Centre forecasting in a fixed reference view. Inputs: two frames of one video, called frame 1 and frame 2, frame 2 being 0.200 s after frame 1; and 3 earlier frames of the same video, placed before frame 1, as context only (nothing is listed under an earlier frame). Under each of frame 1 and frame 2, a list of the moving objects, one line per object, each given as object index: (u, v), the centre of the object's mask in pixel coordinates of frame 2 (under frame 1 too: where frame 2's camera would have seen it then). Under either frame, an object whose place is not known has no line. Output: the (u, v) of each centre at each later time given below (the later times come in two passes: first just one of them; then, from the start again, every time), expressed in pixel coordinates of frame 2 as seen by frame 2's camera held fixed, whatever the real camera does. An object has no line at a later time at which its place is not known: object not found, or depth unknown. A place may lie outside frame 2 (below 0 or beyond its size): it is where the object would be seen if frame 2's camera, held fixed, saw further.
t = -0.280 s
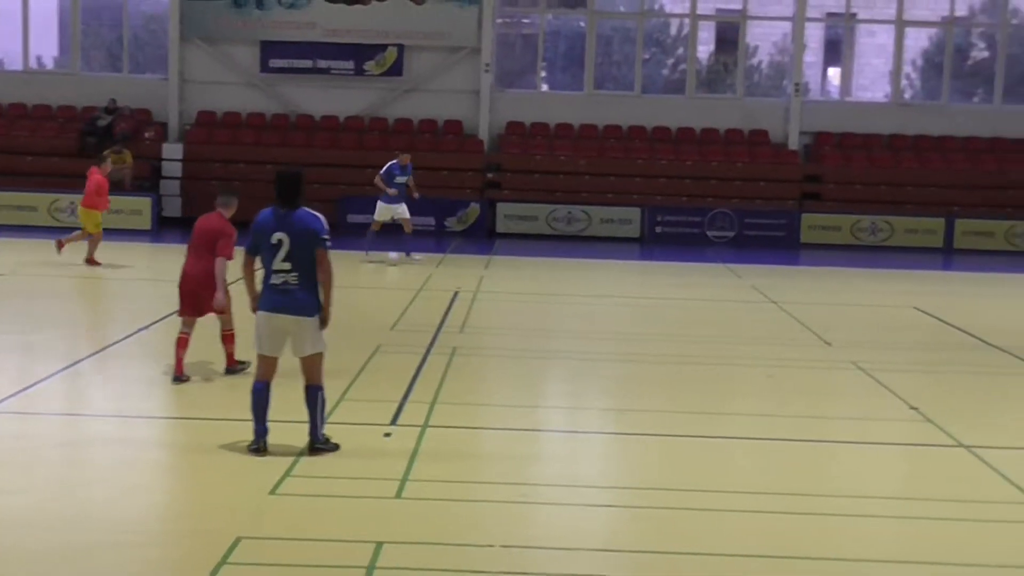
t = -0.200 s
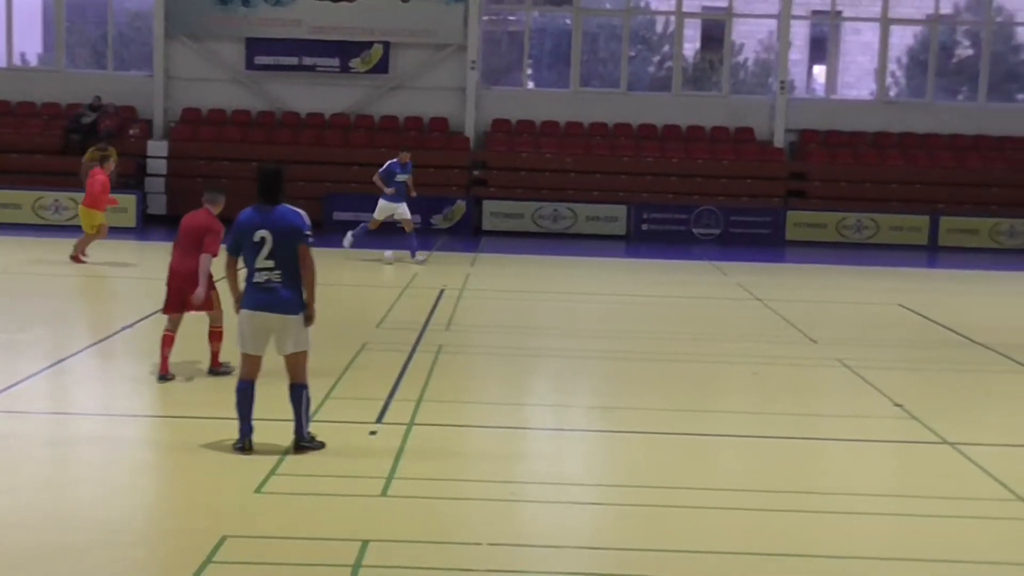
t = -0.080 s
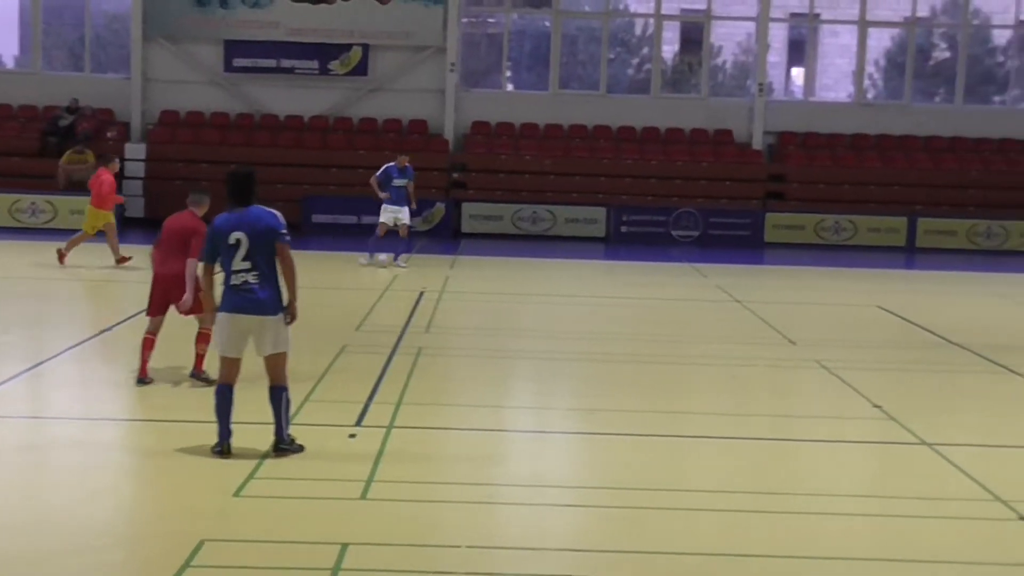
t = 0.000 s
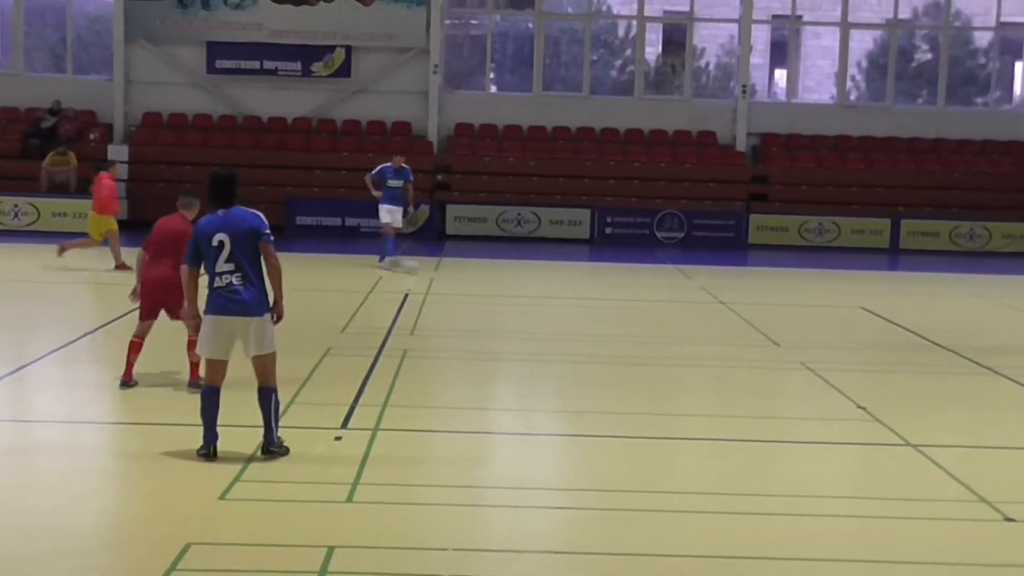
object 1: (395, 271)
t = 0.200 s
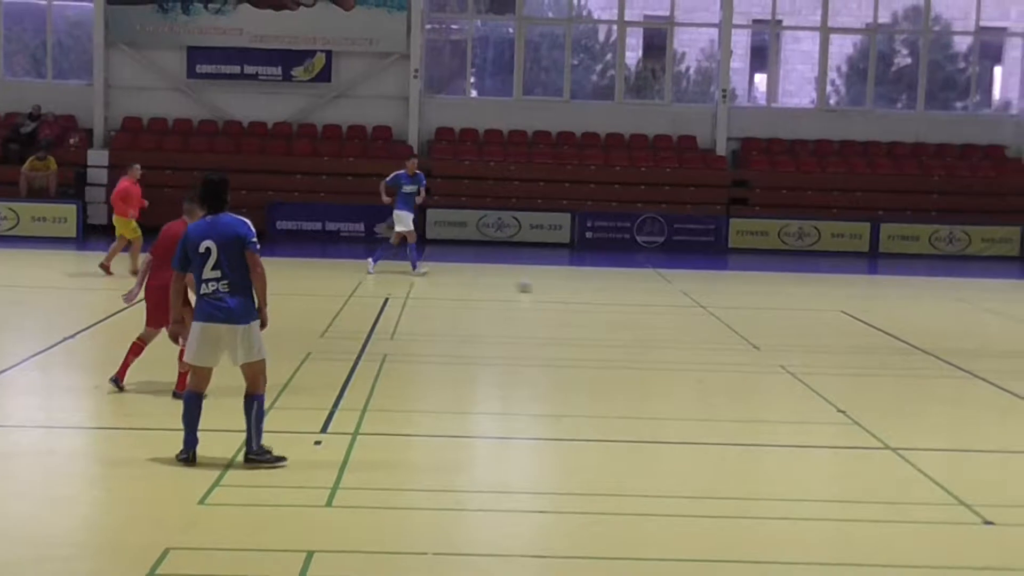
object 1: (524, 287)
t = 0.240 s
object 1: (550, 289)
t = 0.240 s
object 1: (550, 289)
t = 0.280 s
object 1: (575, 291)
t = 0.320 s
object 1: (600, 294)
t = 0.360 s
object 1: (622, 296)
